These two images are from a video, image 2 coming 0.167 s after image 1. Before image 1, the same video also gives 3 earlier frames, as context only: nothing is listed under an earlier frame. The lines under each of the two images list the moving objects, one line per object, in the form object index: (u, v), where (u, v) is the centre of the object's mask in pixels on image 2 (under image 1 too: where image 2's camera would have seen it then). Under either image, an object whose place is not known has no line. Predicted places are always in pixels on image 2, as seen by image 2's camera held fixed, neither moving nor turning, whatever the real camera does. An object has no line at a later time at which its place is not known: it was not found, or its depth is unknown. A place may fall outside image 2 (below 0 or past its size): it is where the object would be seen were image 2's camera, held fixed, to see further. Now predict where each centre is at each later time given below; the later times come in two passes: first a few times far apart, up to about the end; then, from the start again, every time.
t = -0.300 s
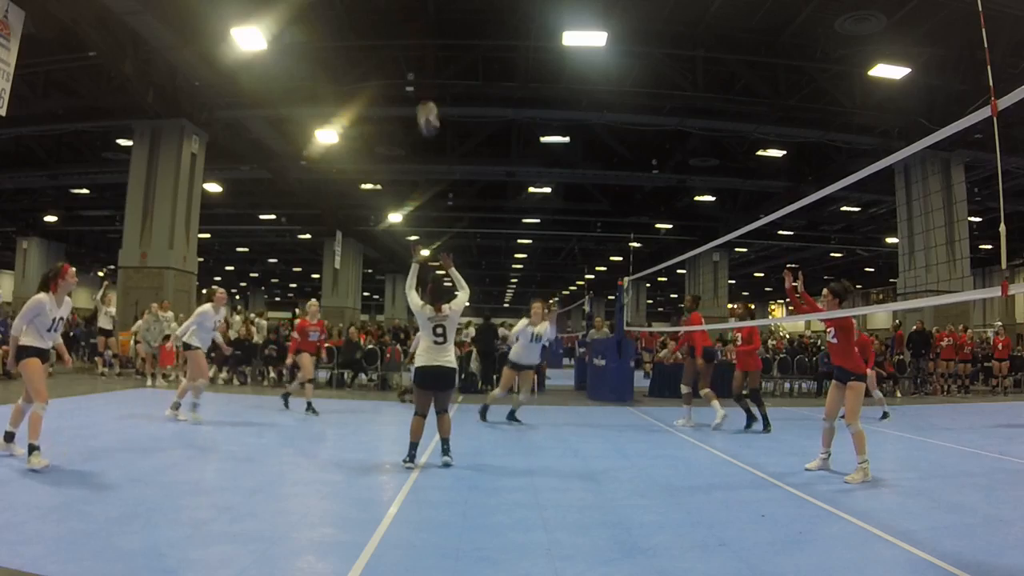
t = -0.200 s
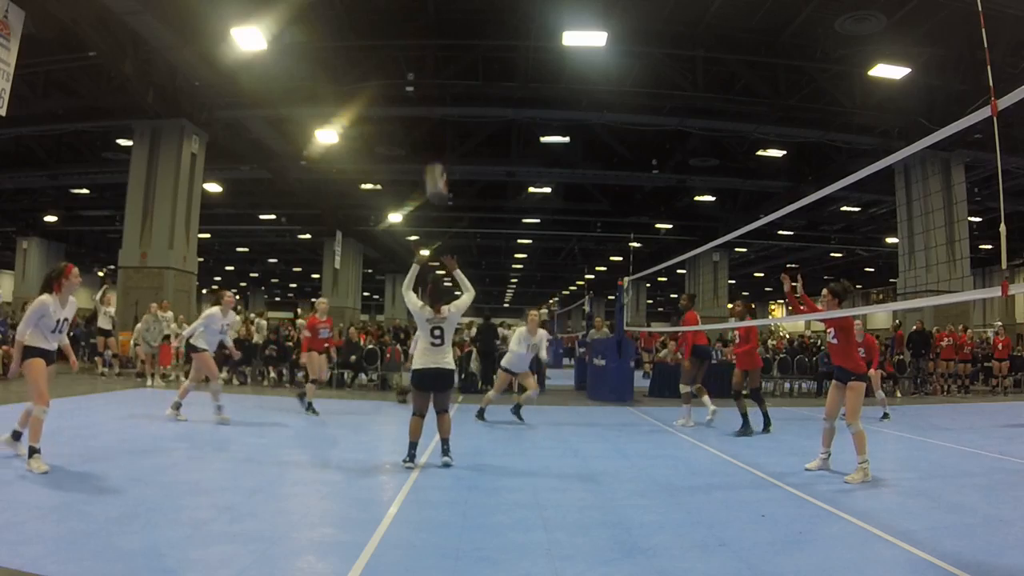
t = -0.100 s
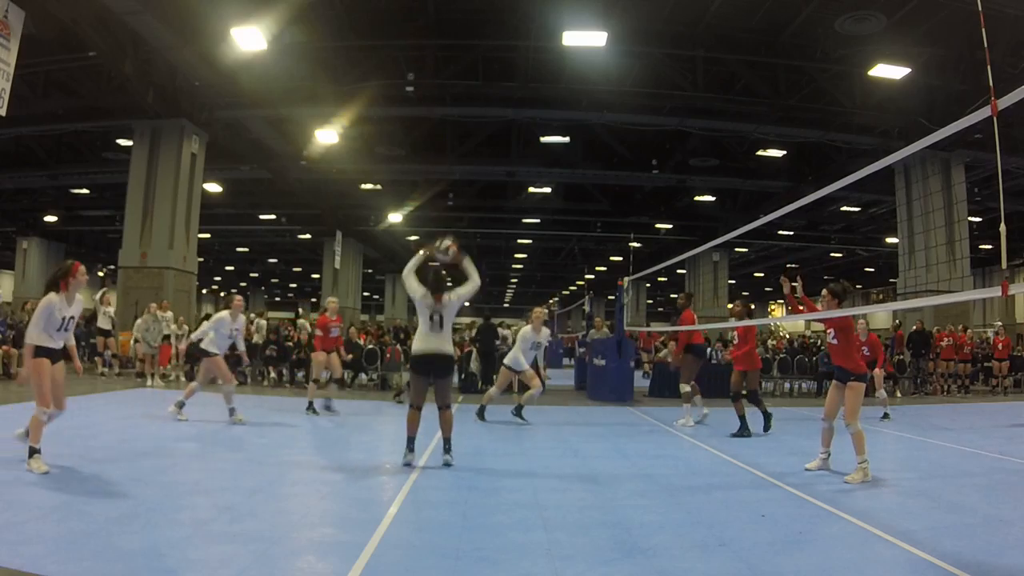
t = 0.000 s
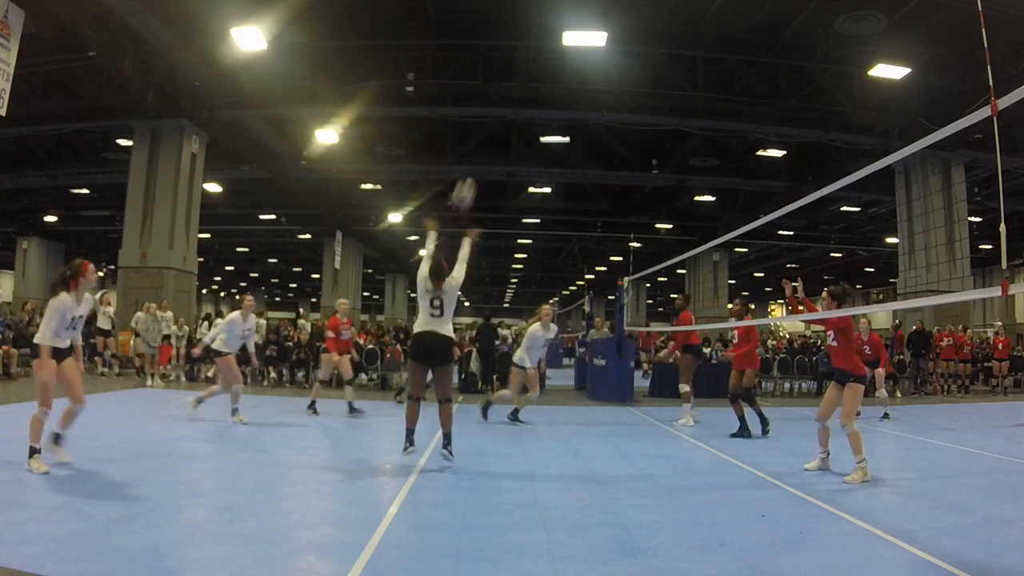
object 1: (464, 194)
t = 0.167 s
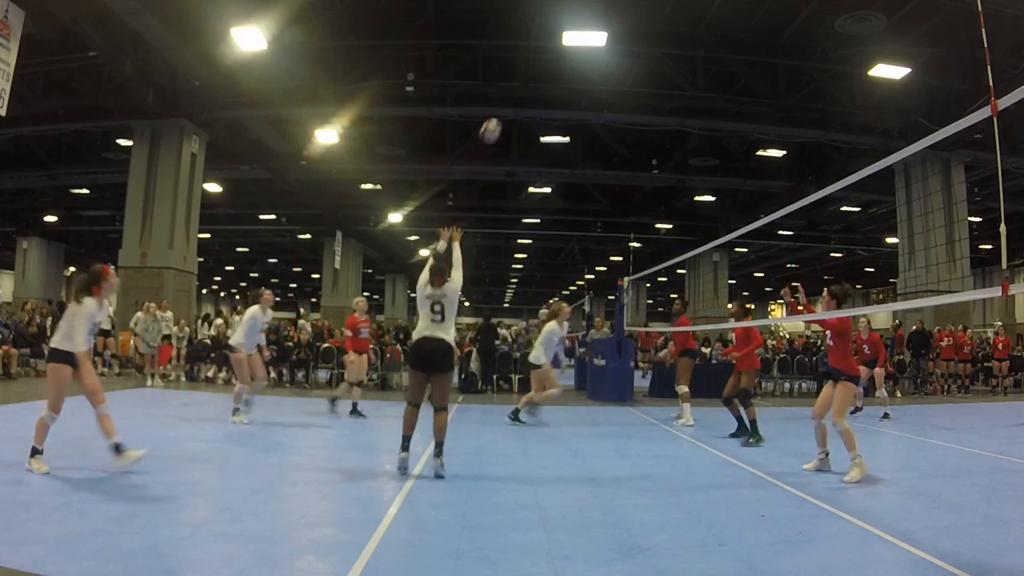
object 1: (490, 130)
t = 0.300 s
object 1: (506, 106)
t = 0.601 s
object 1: (533, 108)
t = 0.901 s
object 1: (551, 164)
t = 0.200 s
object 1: (495, 123)
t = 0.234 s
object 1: (499, 116)
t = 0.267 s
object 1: (503, 110)
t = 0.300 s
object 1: (506, 106)
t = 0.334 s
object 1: (510, 103)
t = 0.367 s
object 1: (513, 101)
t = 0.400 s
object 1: (517, 100)
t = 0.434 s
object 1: (520, 99)
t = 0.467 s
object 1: (522, 99)
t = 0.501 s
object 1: (525, 100)
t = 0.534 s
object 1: (527, 102)
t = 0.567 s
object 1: (530, 104)
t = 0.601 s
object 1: (533, 108)
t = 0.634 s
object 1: (535, 112)
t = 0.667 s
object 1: (537, 117)
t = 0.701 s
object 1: (539, 122)
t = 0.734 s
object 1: (541, 127)
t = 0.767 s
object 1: (543, 132)
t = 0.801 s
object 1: (545, 141)
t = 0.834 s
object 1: (547, 150)
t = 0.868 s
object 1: (549, 156)
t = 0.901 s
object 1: (551, 164)
